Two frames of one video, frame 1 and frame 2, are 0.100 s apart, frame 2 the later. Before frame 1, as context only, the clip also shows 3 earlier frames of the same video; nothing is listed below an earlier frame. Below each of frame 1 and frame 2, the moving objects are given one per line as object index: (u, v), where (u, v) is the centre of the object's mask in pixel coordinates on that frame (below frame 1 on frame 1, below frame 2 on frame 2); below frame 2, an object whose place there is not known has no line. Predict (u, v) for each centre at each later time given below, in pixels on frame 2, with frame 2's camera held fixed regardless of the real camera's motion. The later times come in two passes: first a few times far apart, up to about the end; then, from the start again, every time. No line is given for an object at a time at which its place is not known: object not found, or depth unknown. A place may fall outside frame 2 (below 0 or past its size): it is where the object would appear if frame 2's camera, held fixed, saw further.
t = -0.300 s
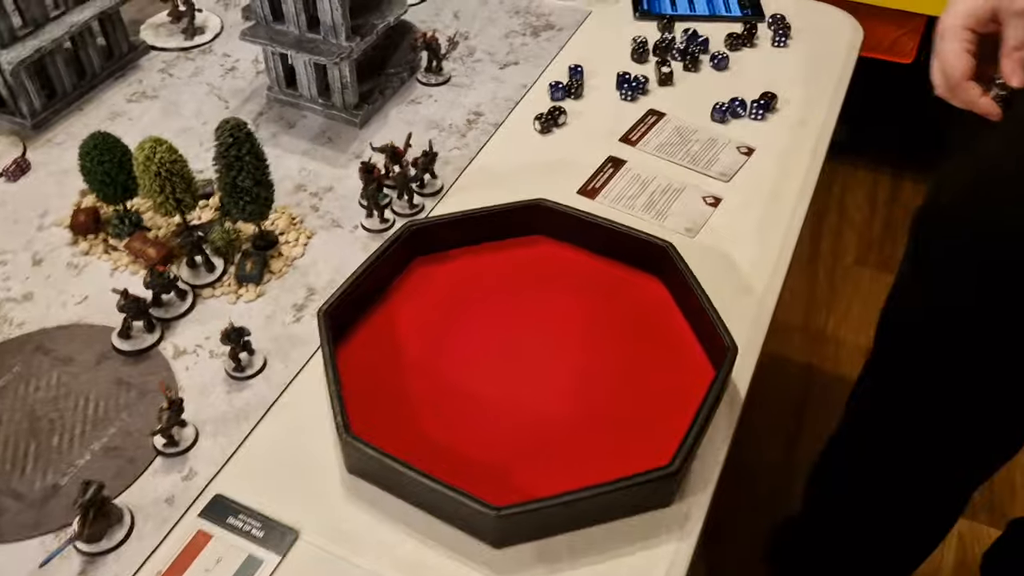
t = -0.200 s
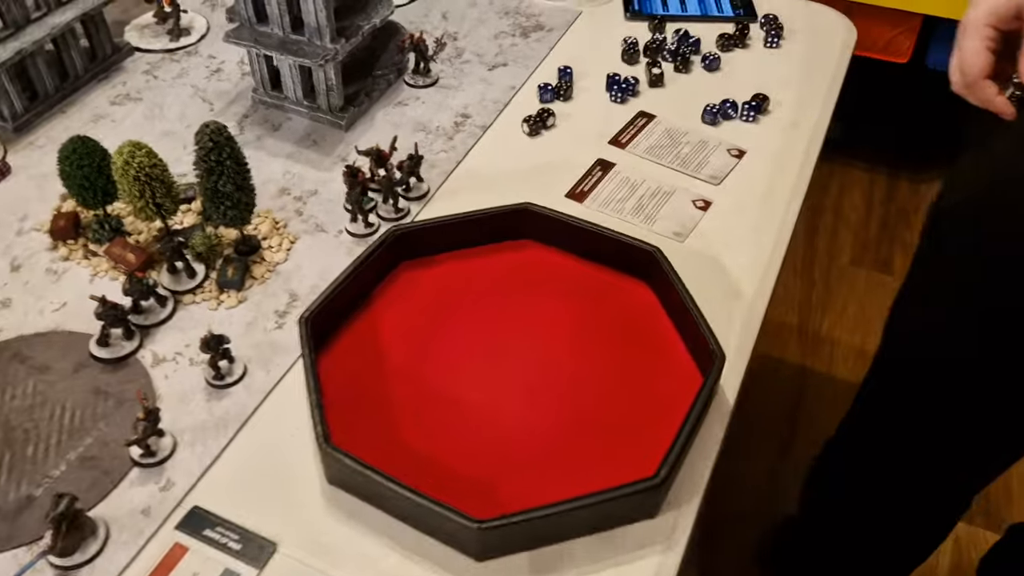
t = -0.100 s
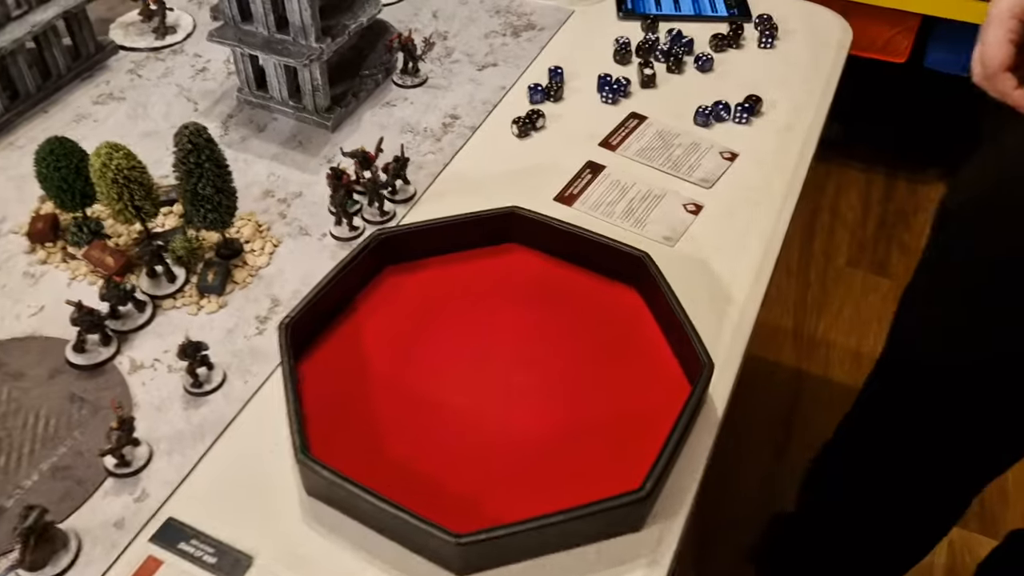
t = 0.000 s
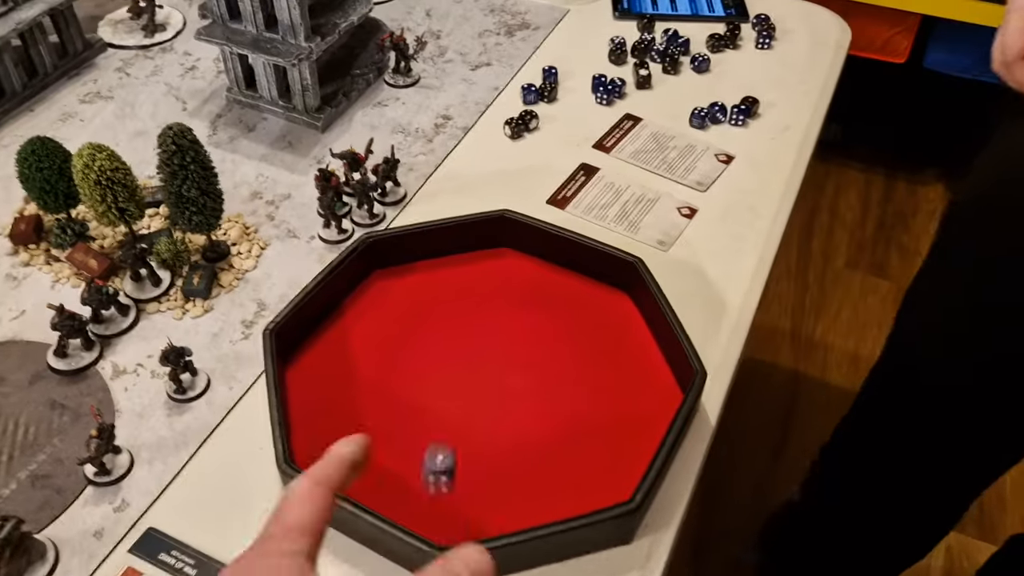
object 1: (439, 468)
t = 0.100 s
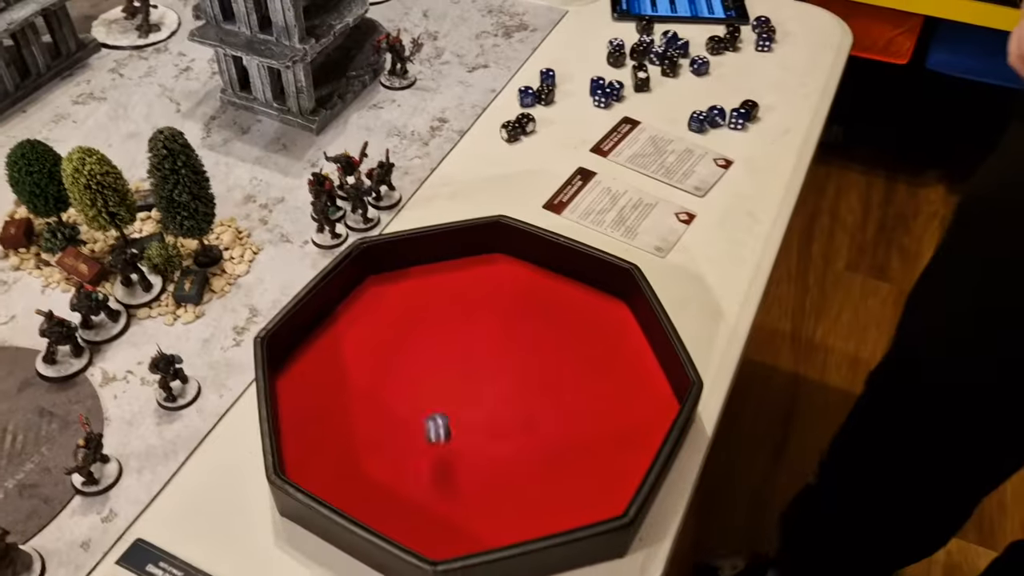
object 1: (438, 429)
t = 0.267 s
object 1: (420, 278)
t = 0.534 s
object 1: (412, 298)
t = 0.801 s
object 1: (412, 299)
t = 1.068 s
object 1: (412, 298)
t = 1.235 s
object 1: (412, 299)
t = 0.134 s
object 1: (436, 407)
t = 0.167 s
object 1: (432, 371)
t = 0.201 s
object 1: (428, 341)
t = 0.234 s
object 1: (423, 304)
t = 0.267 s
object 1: (420, 278)
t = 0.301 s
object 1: (416, 263)
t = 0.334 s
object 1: (414, 274)
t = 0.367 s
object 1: (414, 287)
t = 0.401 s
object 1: (411, 294)
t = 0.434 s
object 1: (411, 298)
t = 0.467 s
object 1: (412, 298)
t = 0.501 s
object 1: (412, 299)
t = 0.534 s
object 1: (412, 298)
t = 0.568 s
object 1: (412, 298)
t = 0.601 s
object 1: (412, 299)
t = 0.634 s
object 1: (412, 298)
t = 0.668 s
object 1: (412, 298)
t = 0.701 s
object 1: (412, 298)
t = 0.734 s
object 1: (412, 298)
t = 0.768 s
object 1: (412, 298)
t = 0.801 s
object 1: (412, 299)
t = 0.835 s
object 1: (412, 298)
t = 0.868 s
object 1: (412, 298)
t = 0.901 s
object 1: (412, 298)
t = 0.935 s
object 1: (412, 298)
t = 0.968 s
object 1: (412, 299)
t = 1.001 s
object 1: (412, 298)
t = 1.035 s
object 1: (412, 299)
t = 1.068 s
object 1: (412, 298)
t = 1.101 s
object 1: (412, 298)
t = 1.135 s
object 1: (412, 299)
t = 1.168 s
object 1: (412, 298)
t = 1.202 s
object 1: (412, 298)
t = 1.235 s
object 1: (412, 299)
